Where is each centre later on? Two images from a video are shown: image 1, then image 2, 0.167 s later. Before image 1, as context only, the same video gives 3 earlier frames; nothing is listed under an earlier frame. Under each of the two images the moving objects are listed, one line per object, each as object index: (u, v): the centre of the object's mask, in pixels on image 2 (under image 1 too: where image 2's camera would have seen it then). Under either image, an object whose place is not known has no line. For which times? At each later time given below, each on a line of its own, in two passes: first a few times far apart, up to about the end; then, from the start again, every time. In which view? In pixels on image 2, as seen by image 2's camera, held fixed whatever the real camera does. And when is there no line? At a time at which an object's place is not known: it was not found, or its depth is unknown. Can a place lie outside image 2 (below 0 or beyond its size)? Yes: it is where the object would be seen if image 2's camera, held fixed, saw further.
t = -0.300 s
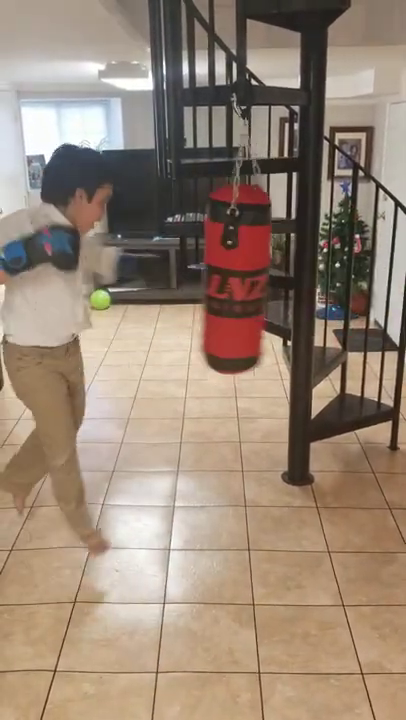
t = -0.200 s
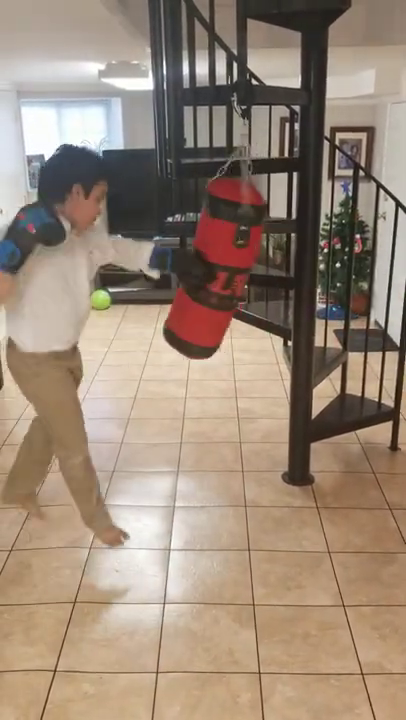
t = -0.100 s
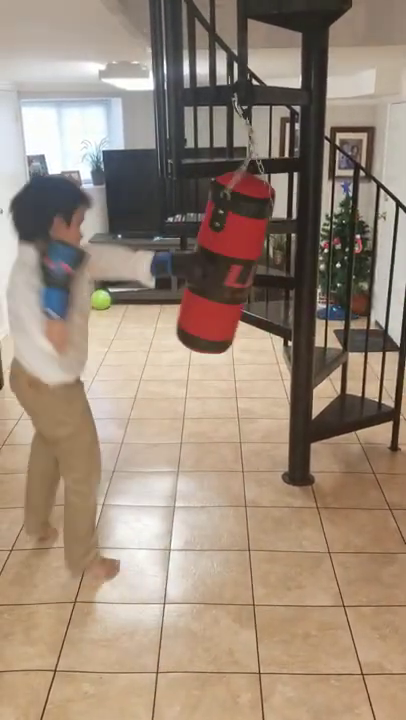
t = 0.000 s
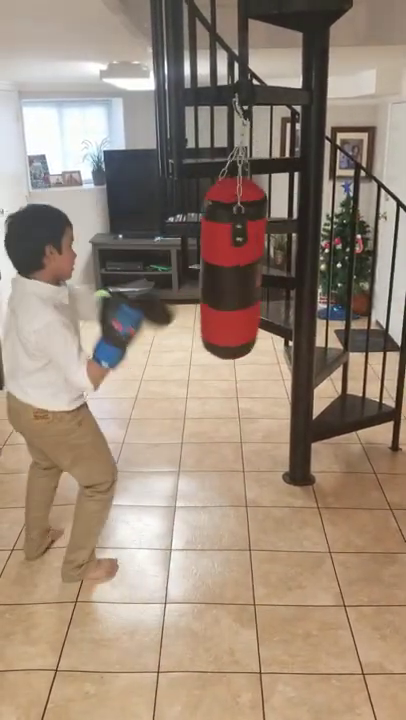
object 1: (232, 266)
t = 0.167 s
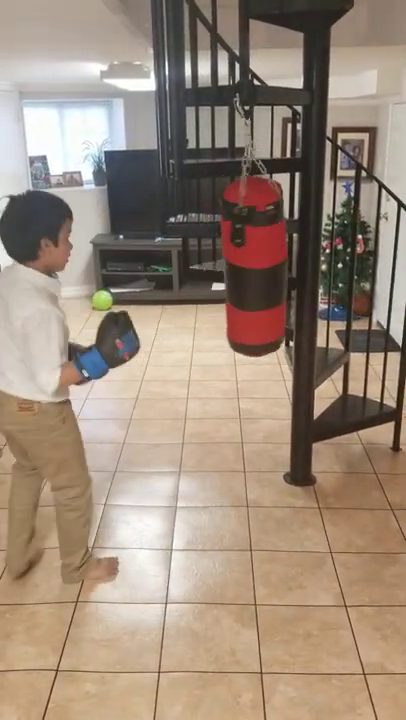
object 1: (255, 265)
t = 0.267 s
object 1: (266, 266)
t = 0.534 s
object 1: (278, 274)
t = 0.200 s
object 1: (259, 266)
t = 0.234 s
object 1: (263, 266)
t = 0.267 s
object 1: (266, 266)
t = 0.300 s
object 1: (268, 266)
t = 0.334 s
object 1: (271, 268)
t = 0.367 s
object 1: (274, 269)
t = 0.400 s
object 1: (276, 271)
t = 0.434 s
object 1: (278, 271)
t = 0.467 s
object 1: (279, 272)
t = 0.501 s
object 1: (279, 273)
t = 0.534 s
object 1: (278, 274)
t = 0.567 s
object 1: (277, 275)
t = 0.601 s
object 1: (275, 276)
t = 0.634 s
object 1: (273, 277)
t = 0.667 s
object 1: (271, 278)
